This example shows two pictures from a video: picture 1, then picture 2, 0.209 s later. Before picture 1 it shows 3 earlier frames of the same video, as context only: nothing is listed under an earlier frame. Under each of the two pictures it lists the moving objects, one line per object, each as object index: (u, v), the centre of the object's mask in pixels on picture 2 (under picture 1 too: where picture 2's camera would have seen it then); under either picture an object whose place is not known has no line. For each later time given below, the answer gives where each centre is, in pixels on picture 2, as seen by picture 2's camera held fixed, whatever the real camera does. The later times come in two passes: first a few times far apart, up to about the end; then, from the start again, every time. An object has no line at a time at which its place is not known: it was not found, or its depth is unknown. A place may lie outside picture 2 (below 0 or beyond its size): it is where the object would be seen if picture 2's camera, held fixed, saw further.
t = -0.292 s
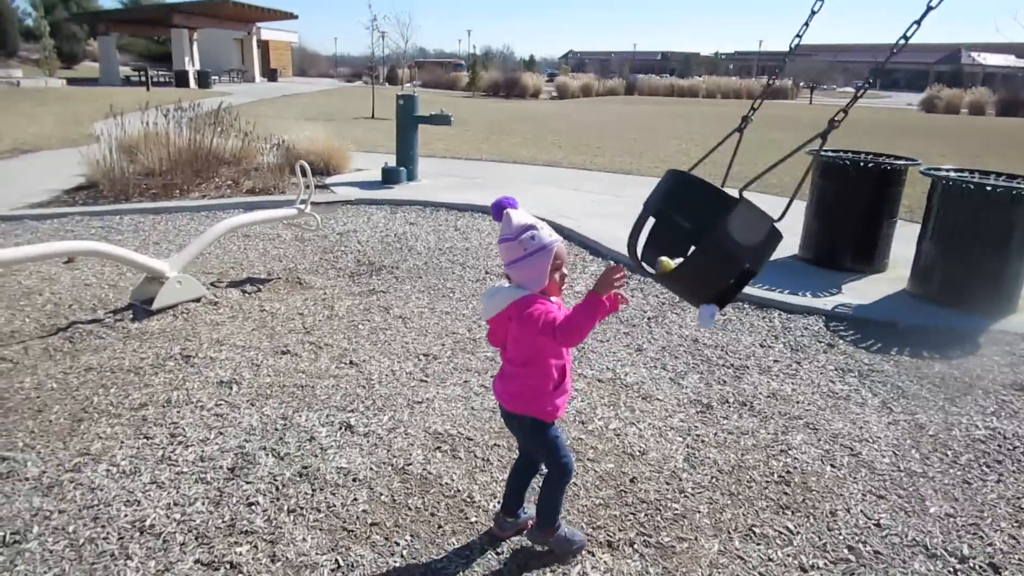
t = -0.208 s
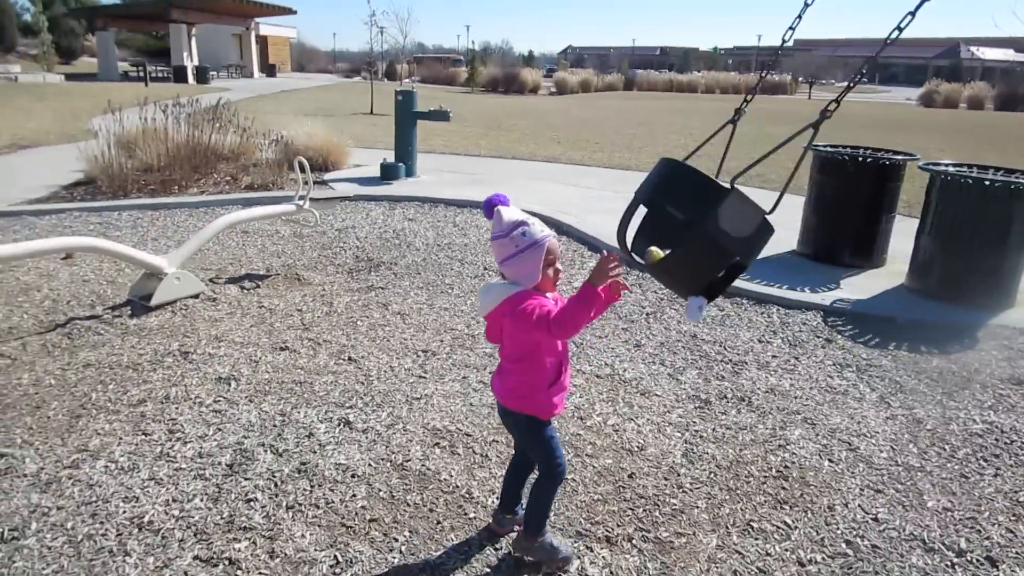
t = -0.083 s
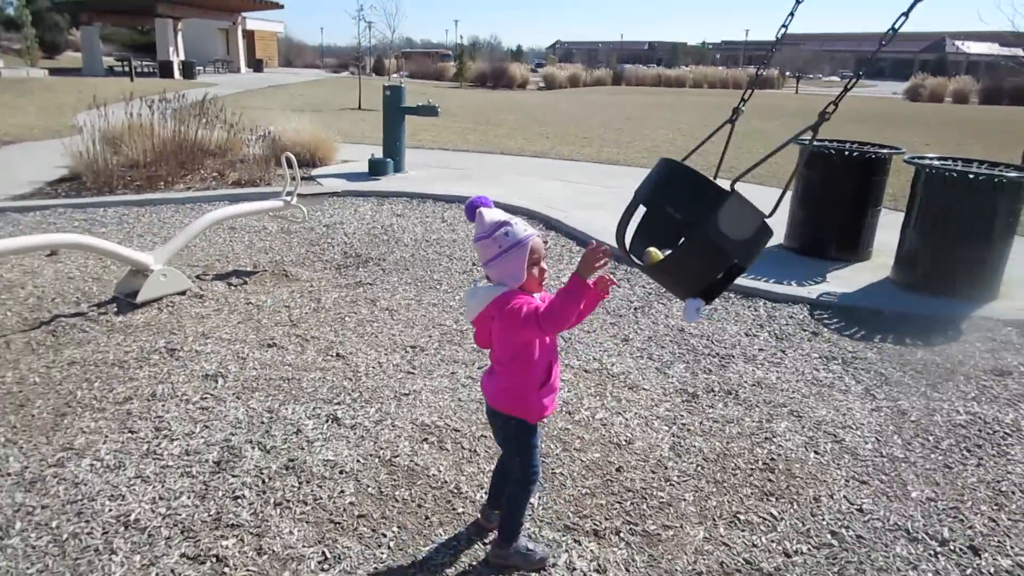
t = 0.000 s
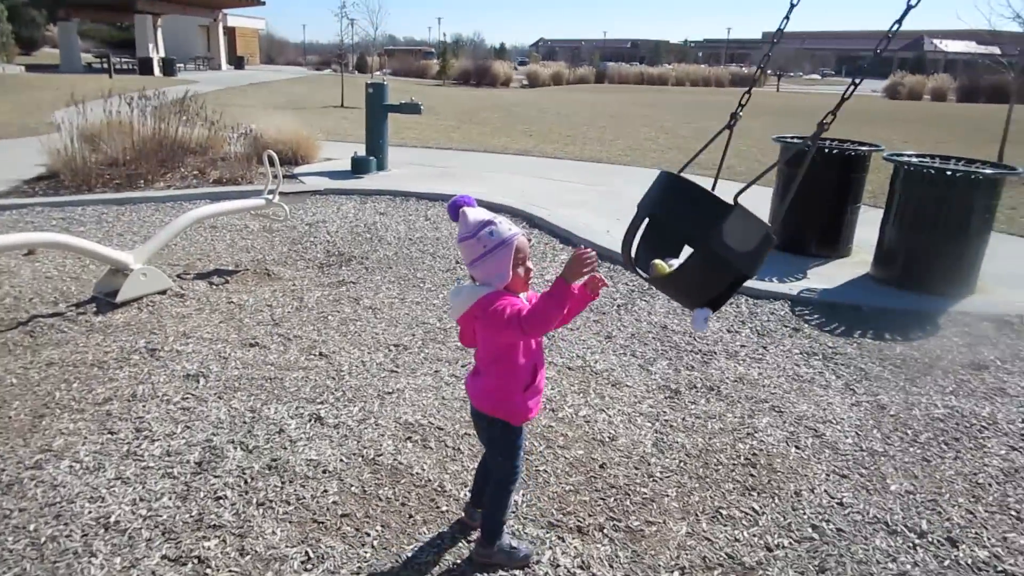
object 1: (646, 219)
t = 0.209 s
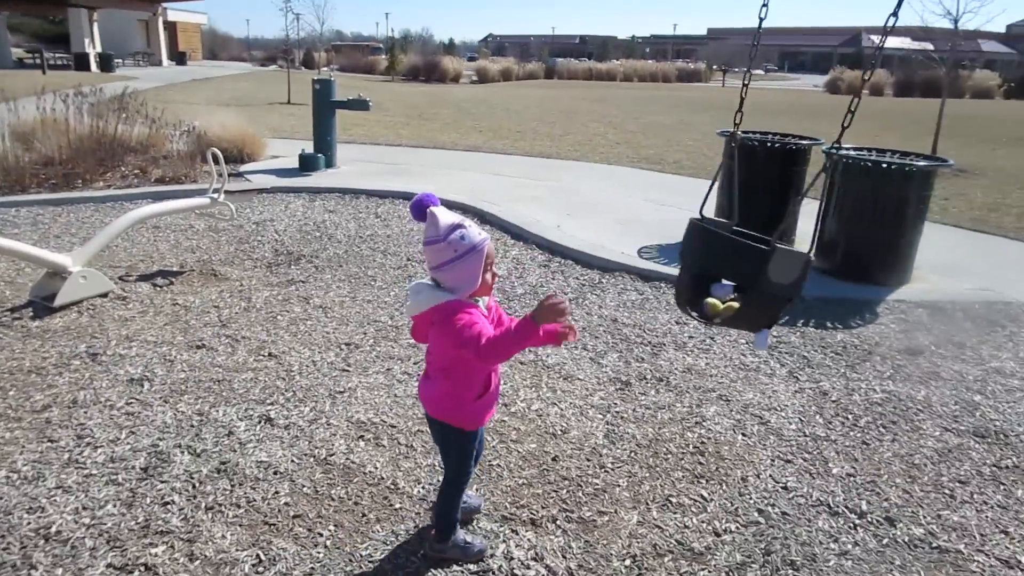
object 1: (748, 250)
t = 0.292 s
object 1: (790, 255)
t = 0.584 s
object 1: (939, 220)
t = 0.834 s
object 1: (991, 182)
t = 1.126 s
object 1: (970, 198)
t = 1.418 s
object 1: (860, 223)
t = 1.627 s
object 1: (747, 251)
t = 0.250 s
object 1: (777, 235)
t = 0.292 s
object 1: (790, 255)
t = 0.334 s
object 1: (819, 249)
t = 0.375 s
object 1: (842, 265)
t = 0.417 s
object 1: (864, 231)
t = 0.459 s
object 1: (887, 229)
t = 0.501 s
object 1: (905, 227)
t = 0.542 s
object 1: (928, 228)
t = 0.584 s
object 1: (939, 220)
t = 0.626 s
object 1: (949, 207)
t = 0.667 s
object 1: (961, 201)
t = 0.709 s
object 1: (972, 196)
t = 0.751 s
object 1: (989, 201)
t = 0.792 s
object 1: (995, 196)
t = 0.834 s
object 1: (991, 182)
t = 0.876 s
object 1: (996, 186)
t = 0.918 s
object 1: (993, 178)
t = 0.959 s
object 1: (996, 186)
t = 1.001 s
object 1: (986, 178)
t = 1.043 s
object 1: (984, 197)
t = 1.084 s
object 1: (978, 200)
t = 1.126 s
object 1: (970, 198)
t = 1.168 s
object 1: (959, 204)
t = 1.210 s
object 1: (946, 209)
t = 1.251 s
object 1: (931, 218)
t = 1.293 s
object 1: (916, 223)
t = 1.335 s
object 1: (892, 226)
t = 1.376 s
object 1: (885, 226)
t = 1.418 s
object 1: (860, 223)
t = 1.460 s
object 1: (844, 229)
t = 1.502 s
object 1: (817, 236)
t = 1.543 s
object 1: (787, 249)
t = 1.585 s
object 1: (769, 254)
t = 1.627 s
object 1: (747, 251)
